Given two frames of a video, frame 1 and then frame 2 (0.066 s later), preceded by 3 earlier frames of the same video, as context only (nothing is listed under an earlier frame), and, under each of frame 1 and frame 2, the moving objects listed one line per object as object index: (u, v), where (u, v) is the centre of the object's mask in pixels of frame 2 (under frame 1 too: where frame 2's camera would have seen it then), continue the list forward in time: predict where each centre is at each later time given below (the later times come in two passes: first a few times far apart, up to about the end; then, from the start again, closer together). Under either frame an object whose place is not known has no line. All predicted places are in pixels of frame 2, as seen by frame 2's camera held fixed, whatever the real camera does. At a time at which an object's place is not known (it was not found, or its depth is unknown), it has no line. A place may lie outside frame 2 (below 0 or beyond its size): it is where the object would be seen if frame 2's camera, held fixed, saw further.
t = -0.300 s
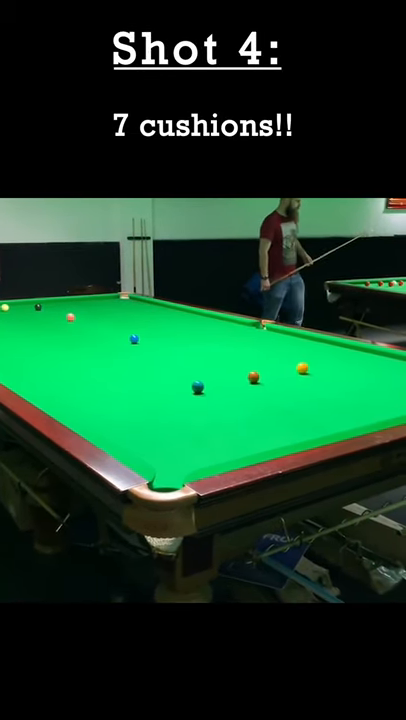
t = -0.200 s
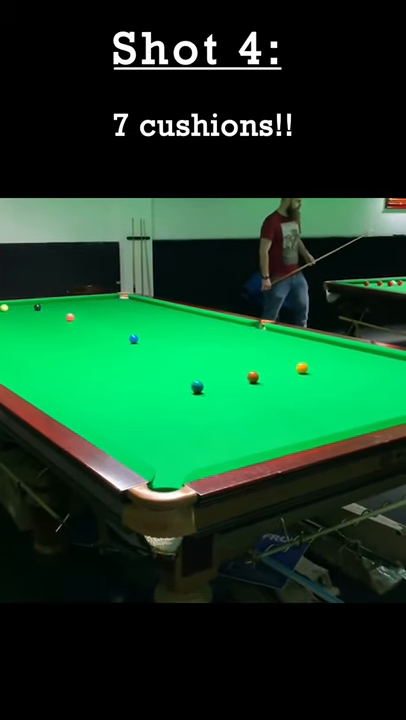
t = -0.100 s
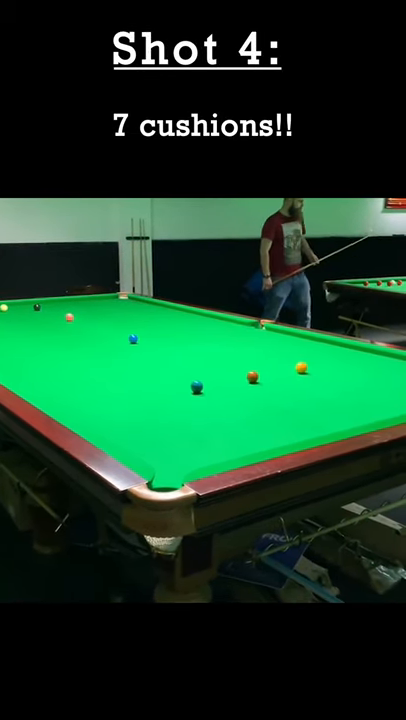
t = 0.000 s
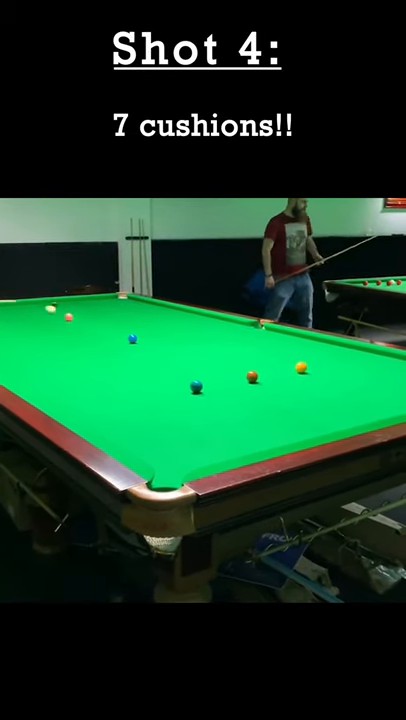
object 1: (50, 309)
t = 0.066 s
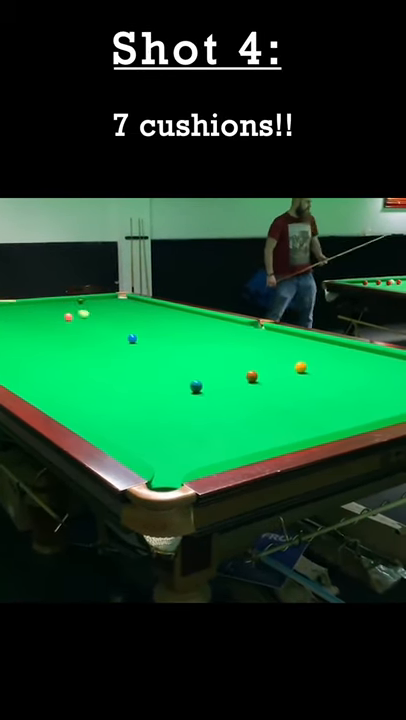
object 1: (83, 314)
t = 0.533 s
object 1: (373, 350)
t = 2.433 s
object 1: (2, 300)
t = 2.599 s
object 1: (34, 300)
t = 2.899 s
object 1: (92, 300)
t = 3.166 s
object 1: (143, 301)
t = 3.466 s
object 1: (192, 303)
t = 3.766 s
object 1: (194, 312)
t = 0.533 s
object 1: (373, 350)
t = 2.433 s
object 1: (2, 300)
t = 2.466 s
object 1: (6, 300)
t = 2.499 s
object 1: (13, 300)
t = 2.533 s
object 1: (20, 300)
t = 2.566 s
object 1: (27, 300)
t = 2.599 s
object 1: (34, 300)
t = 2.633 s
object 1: (40, 300)
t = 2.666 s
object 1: (47, 301)
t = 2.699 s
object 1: (53, 300)
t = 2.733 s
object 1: (60, 300)
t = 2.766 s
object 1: (66, 300)
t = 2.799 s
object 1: (72, 300)
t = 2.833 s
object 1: (79, 300)
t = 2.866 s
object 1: (85, 300)
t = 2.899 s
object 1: (92, 300)
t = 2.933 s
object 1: (98, 300)
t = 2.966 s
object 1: (105, 300)
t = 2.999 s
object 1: (111, 300)
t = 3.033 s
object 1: (117, 301)
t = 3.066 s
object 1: (124, 301)
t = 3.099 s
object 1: (130, 301)
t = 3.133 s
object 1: (137, 301)
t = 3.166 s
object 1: (143, 301)
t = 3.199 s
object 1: (149, 301)
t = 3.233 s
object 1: (156, 301)
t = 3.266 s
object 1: (162, 302)
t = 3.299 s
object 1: (169, 302)
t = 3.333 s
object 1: (175, 302)
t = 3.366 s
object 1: (182, 302)
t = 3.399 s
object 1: (188, 302)
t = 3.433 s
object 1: (193, 302)
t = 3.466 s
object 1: (192, 303)
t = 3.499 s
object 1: (192, 304)
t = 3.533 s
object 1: (192, 305)
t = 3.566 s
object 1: (192, 306)
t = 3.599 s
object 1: (192, 307)
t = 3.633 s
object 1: (193, 308)
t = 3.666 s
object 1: (193, 309)
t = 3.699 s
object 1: (193, 310)
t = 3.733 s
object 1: (194, 311)
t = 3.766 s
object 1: (194, 312)
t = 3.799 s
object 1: (195, 313)
